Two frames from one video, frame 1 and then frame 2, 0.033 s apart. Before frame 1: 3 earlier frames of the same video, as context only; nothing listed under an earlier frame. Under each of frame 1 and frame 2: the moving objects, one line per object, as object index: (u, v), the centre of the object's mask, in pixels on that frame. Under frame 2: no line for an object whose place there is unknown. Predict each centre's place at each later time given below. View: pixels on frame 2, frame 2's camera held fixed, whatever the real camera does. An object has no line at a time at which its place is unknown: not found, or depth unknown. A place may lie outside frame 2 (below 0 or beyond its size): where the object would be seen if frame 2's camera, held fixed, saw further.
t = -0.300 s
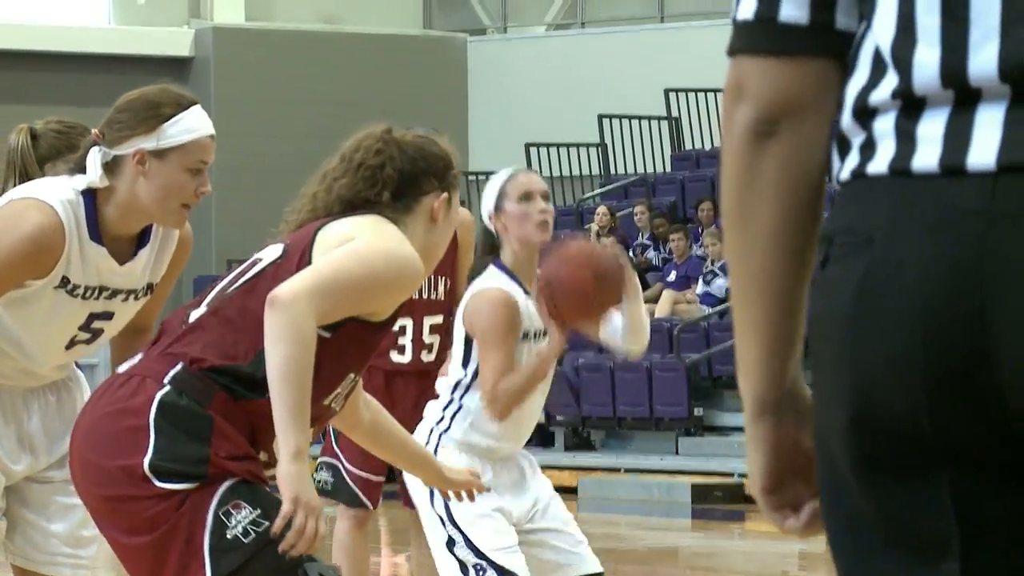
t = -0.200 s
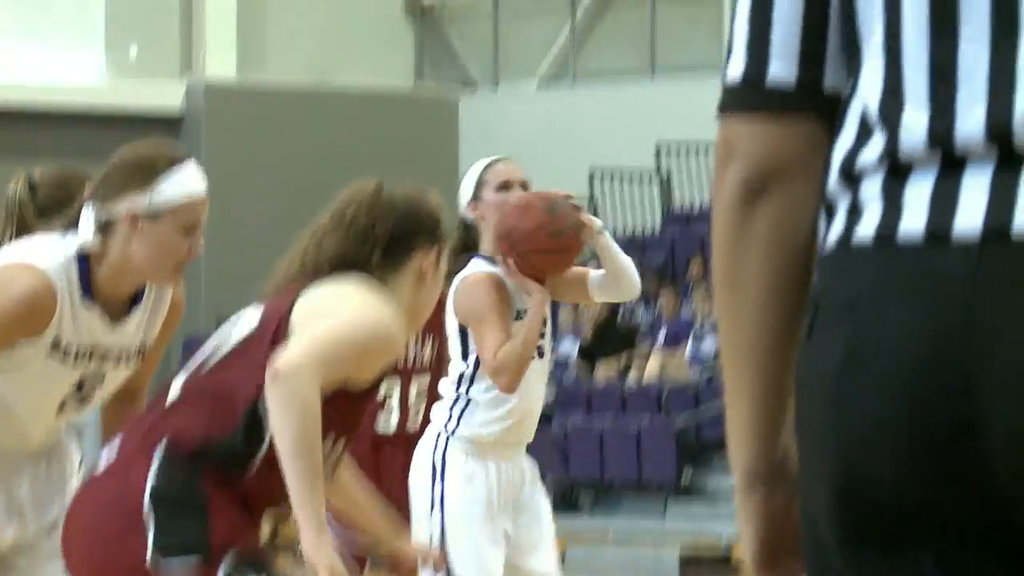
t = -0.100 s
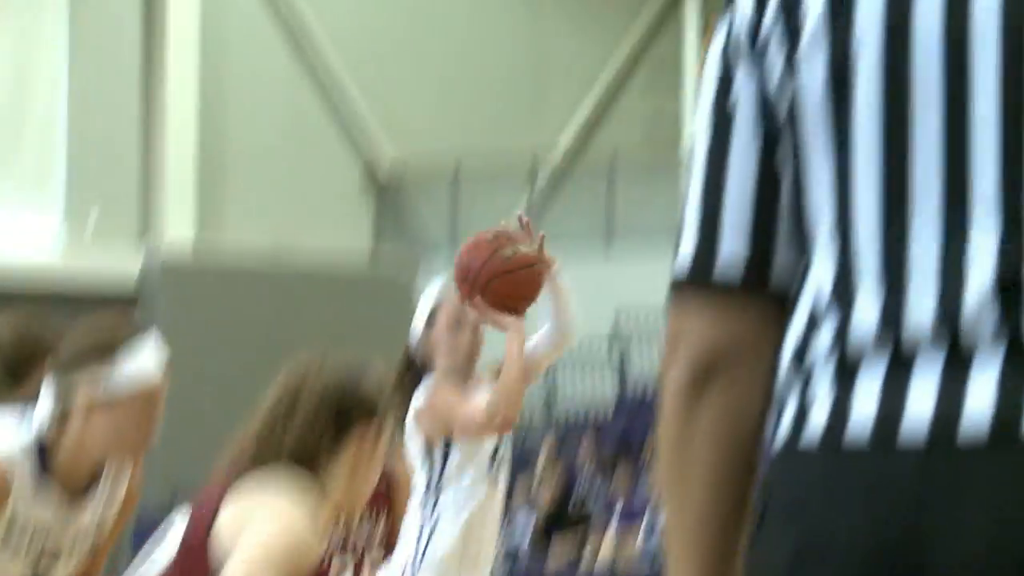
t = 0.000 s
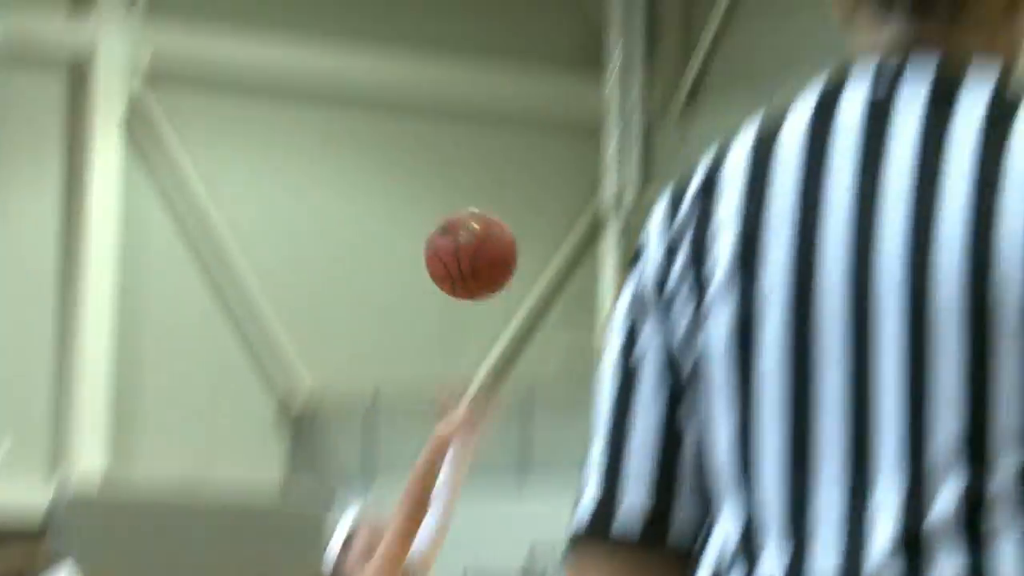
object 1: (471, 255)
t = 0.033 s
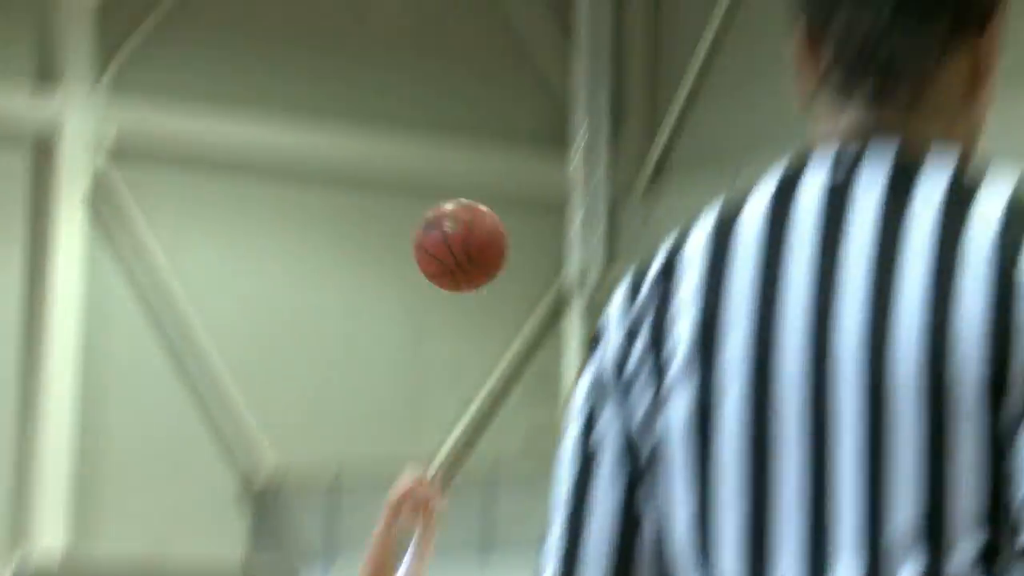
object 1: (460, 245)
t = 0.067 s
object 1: (485, 163)
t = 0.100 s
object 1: (510, 85)
